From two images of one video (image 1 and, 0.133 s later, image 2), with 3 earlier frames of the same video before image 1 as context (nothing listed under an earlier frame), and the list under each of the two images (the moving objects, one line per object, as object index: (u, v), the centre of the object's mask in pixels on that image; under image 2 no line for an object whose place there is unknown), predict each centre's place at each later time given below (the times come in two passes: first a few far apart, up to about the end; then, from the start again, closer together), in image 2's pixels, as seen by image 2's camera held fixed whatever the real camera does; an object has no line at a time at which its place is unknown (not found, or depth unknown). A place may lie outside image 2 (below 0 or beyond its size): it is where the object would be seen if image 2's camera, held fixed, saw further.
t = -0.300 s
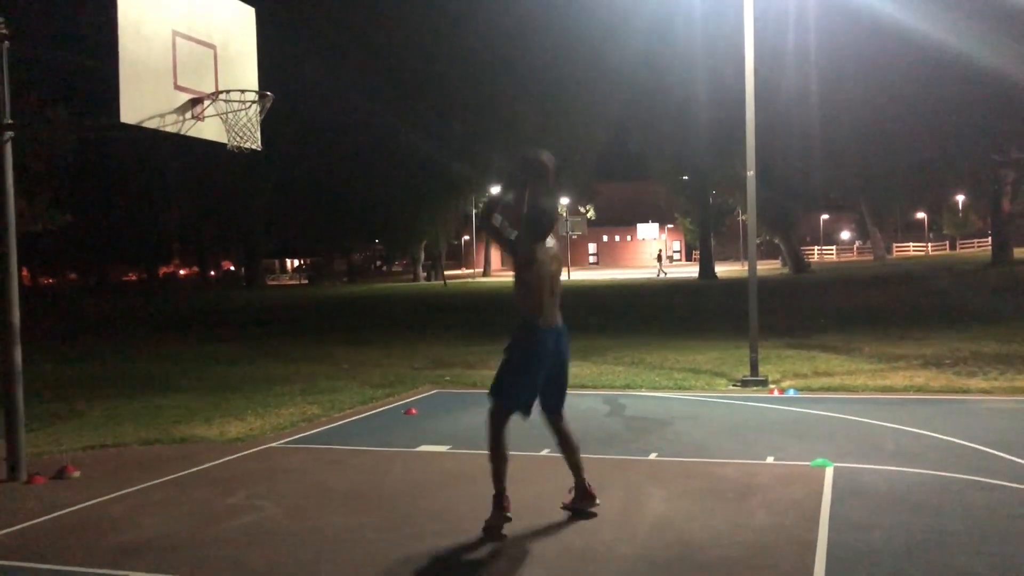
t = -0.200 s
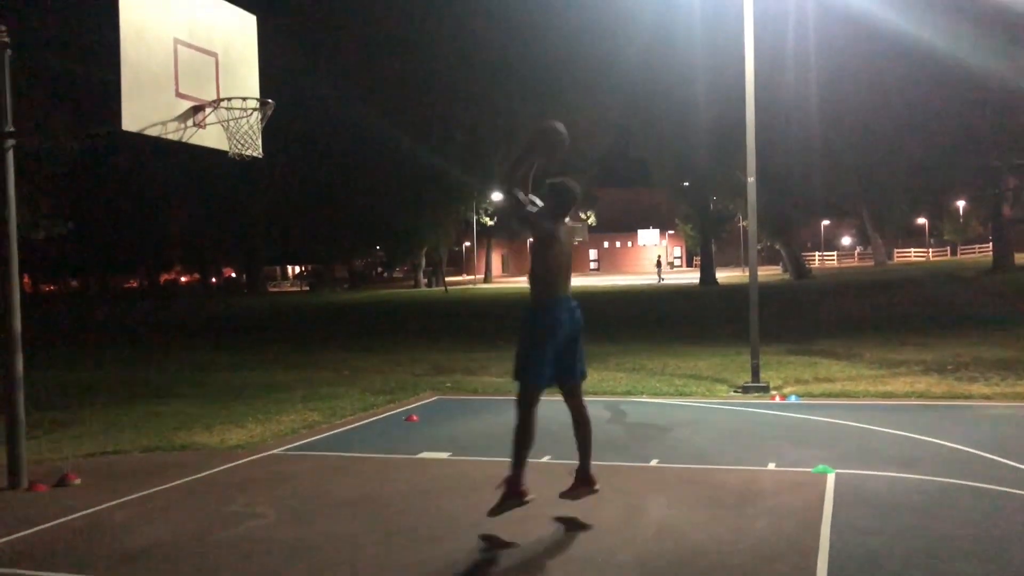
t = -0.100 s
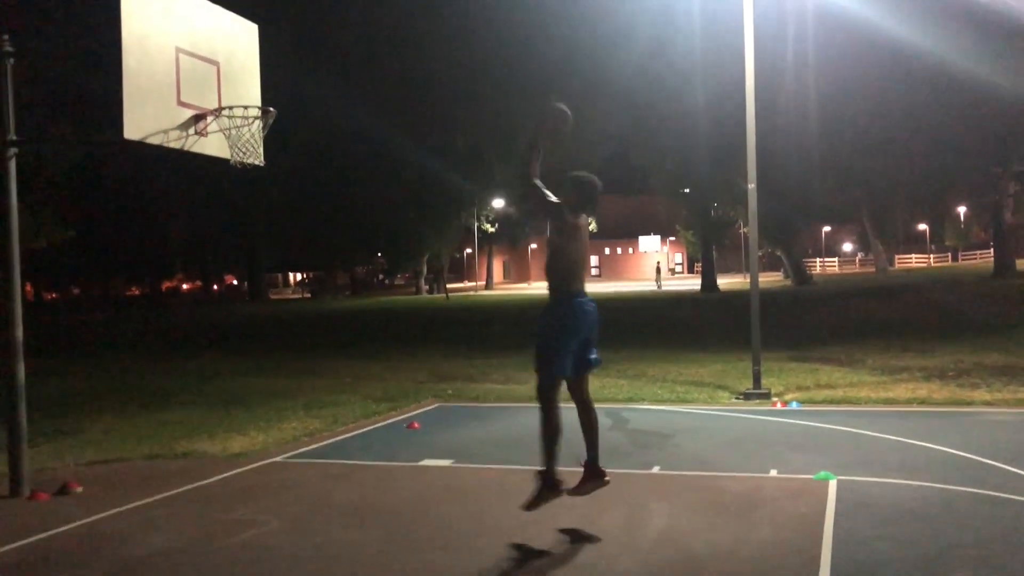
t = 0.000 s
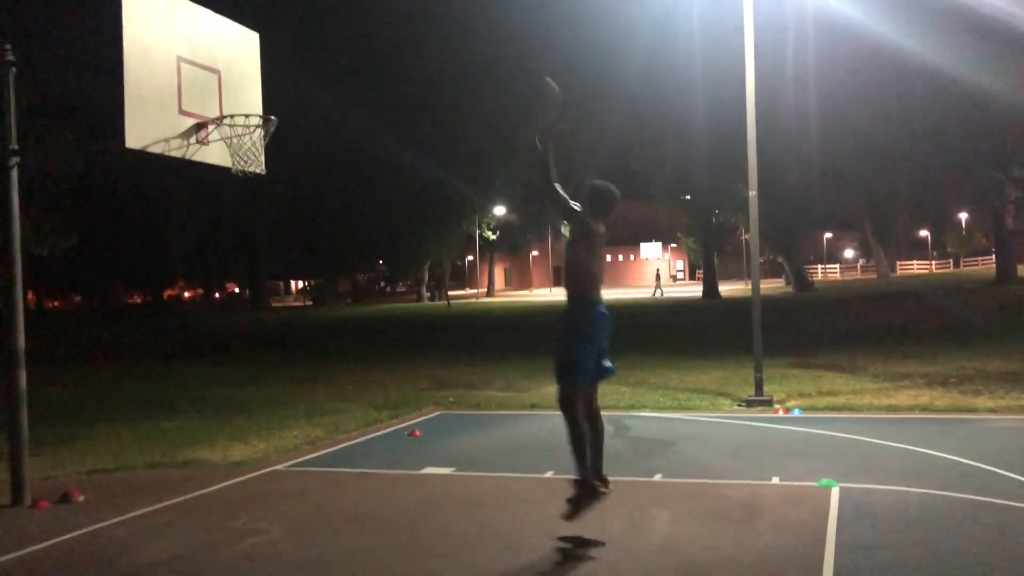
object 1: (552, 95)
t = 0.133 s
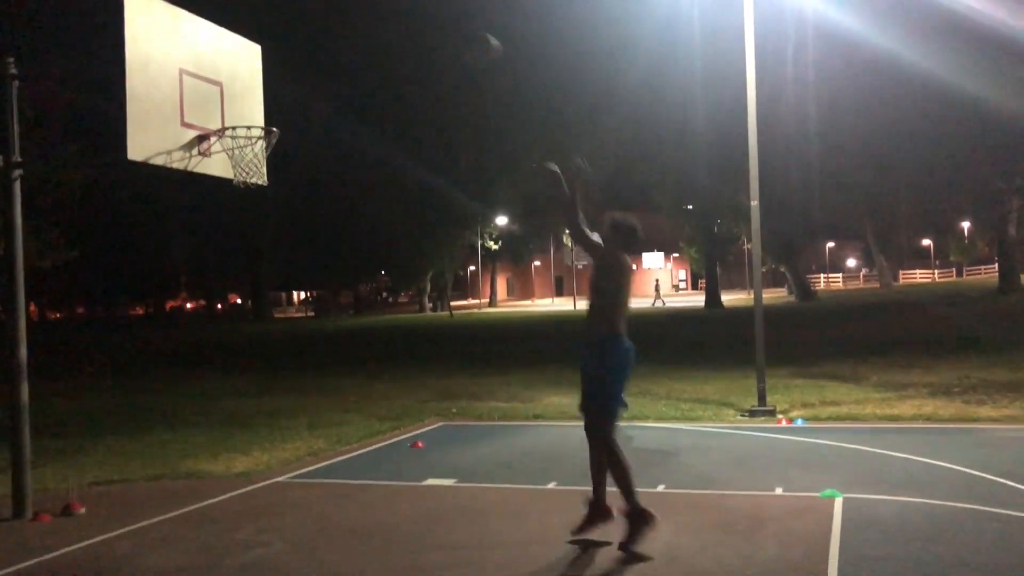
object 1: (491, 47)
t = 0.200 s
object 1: (463, 30)
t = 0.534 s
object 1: (327, 43)
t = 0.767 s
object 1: (254, 123)
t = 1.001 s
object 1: (238, 160)
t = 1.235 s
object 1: (263, 201)
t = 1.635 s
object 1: (306, 420)
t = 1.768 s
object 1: (319, 497)
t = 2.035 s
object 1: (341, 344)
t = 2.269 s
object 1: (352, 296)
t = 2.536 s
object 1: (371, 320)
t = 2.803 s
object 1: (394, 442)
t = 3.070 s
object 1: (415, 431)
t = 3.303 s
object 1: (433, 374)
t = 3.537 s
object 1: (451, 388)
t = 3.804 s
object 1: (473, 488)
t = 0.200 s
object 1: (463, 30)
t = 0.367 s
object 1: (392, 20)
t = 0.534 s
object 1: (327, 43)
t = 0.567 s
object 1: (325, 50)
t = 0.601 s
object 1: (310, 63)
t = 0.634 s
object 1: (293, 72)
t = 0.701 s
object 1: (274, 98)
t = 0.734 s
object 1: (264, 113)
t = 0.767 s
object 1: (254, 123)
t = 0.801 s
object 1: (244, 131)
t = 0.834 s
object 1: (236, 142)
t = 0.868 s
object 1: (230, 150)
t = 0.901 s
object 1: (229, 154)
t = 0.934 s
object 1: (232, 156)
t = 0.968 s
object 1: (235, 158)
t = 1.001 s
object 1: (238, 160)
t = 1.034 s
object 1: (241, 164)
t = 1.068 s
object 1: (244, 168)
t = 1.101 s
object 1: (249, 172)
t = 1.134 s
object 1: (252, 177)
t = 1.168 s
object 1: (257, 184)
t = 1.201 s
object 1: (261, 192)
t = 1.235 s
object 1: (263, 201)
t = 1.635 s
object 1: (306, 420)
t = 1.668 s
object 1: (309, 450)
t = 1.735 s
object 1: (316, 511)
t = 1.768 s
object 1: (319, 497)
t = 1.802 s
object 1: (321, 470)
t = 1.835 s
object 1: (323, 449)
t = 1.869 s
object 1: (325, 427)
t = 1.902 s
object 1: (328, 407)
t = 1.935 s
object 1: (331, 388)
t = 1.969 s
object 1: (333, 373)
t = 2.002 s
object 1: (336, 358)
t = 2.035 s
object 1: (341, 344)
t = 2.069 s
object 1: (340, 332)
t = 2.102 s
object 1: (339, 324)
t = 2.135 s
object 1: (341, 313)
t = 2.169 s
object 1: (345, 308)
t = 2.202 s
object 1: (347, 302)
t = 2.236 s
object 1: (350, 298)
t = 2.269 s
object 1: (352, 296)
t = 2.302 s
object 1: (354, 293)
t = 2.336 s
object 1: (357, 292)
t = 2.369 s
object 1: (358, 294)
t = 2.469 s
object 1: (366, 305)
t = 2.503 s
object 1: (368, 311)
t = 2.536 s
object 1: (371, 320)
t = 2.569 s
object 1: (376, 329)
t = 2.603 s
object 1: (379, 341)
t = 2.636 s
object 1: (383, 350)
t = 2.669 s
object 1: (384, 368)
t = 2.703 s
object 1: (386, 383)
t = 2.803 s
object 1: (394, 442)
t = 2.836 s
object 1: (397, 461)
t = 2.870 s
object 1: (400, 483)
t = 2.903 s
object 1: (403, 509)
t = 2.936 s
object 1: (405, 498)
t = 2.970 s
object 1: (407, 478)
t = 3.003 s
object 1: (410, 459)
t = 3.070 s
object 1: (415, 431)
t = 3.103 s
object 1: (417, 418)
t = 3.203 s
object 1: (424, 390)
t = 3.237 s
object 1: (427, 383)
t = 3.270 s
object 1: (430, 378)
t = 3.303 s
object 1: (433, 374)
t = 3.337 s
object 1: (435, 372)
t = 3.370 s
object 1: (437, 371)
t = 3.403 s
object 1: (440, 372)
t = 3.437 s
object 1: (443, 374)
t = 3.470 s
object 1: (445, 377)
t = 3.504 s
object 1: (448, 382)
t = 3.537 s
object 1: (451, 388)
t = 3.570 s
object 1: (454, 396)
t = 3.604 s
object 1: (456, 405)
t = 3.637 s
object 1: (459, 415)
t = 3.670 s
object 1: (462, 427)
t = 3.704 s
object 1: (465, 441)
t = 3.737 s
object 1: (467, 455)
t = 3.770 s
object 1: (470, 469)
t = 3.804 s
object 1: (473, 488)
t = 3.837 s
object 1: (476, 504)
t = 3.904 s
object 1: (480, 476)
